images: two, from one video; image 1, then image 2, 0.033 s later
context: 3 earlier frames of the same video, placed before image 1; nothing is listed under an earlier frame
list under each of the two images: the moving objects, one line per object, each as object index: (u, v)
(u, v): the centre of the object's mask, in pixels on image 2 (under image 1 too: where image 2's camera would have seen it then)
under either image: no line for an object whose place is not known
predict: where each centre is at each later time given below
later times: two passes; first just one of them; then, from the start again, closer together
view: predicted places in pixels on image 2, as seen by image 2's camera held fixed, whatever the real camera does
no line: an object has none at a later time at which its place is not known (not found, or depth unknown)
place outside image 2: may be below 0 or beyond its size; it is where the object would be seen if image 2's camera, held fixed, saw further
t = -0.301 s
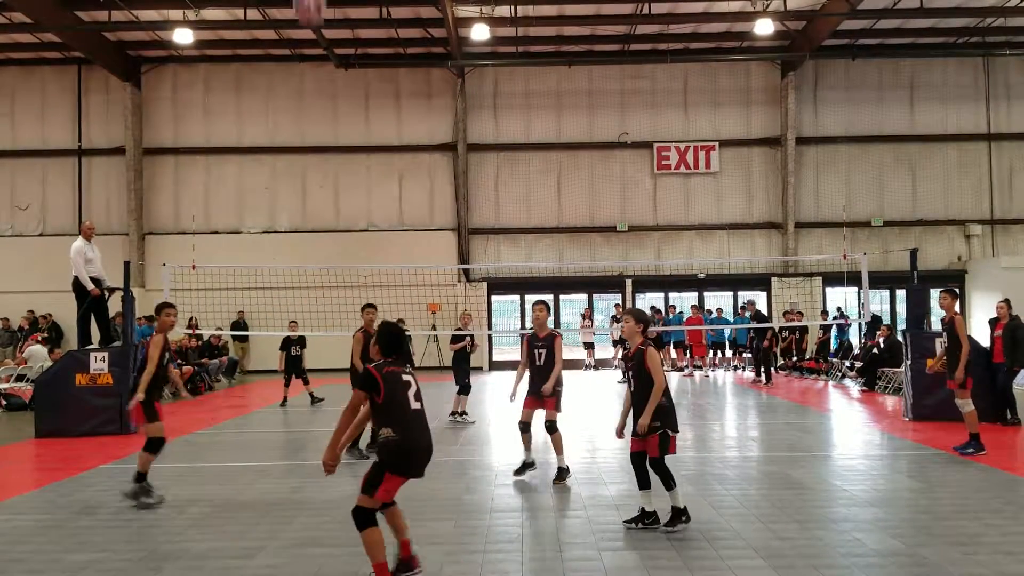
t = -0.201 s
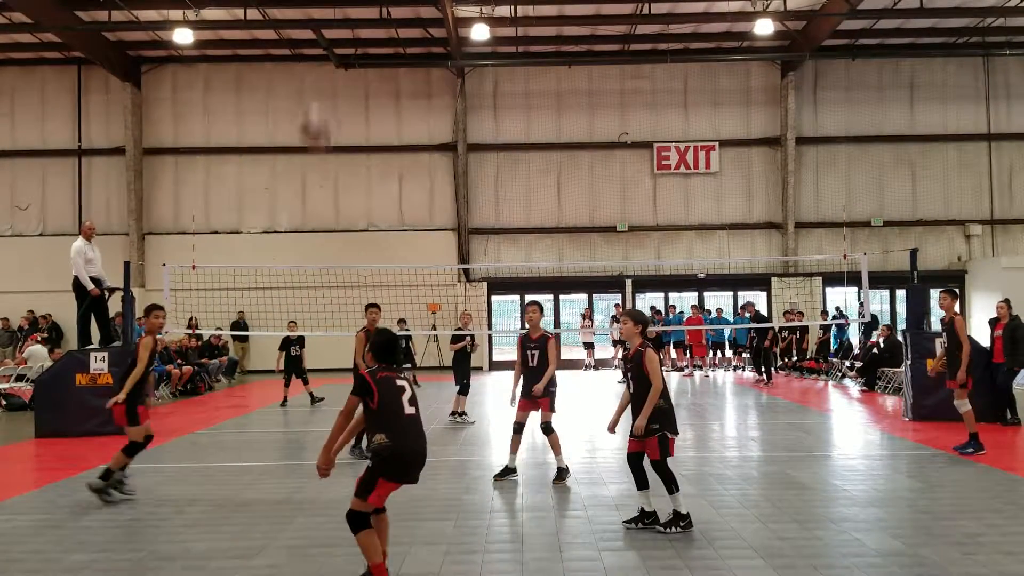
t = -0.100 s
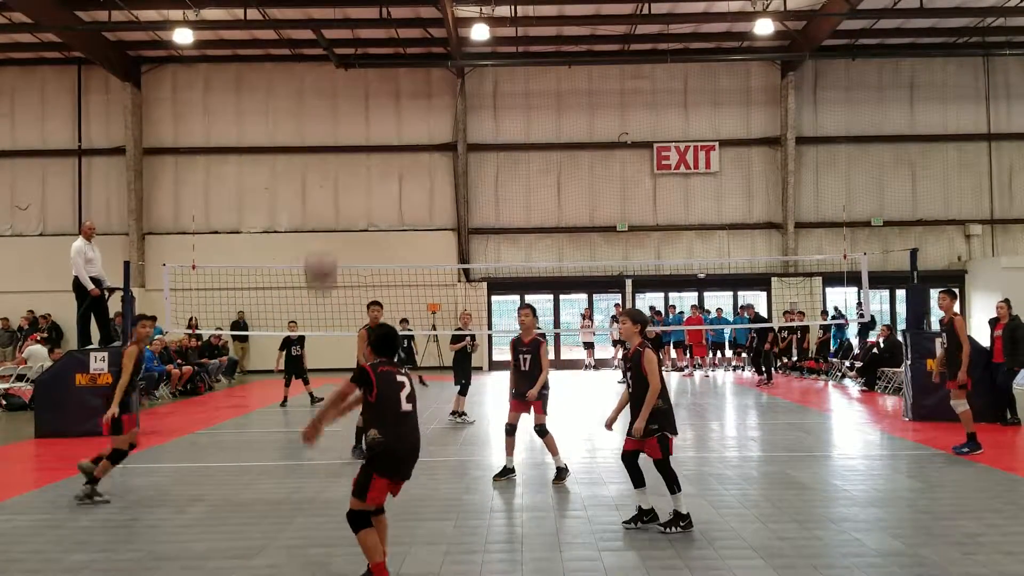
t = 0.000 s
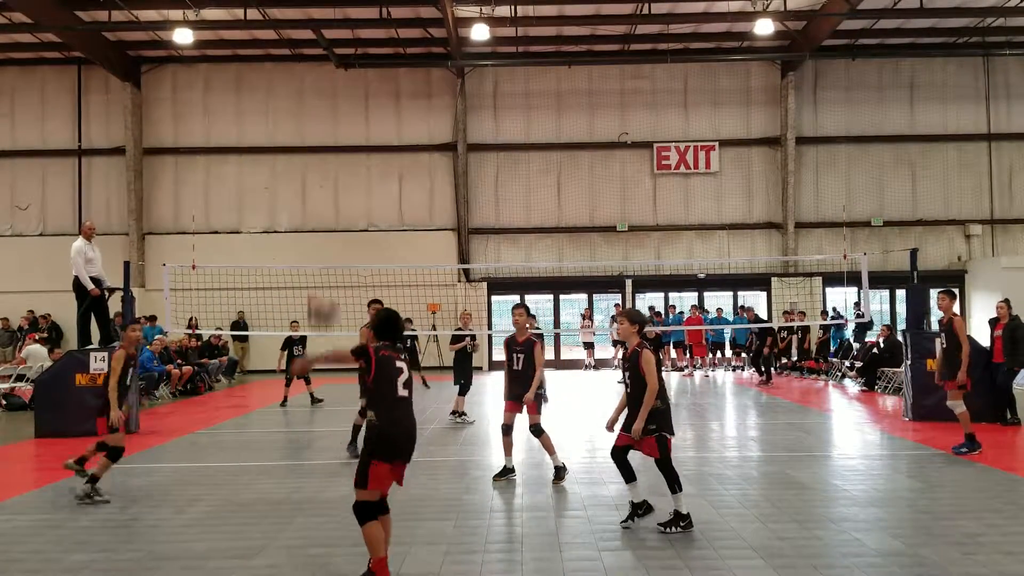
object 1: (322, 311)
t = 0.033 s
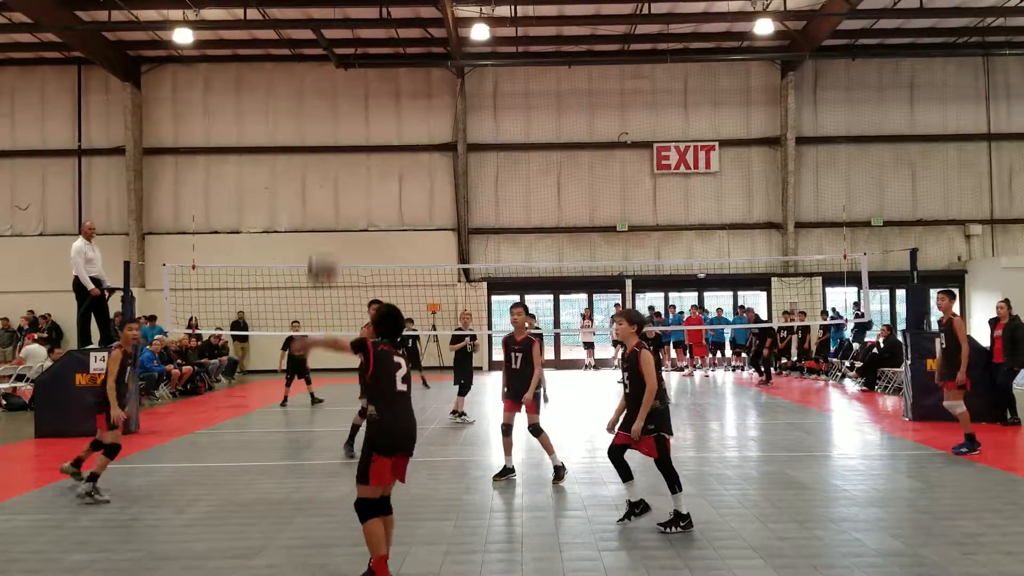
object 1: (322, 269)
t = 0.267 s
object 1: (321, 54)
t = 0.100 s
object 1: (320, 193)
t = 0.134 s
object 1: (320, 160)
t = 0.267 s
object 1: (321, 54)
